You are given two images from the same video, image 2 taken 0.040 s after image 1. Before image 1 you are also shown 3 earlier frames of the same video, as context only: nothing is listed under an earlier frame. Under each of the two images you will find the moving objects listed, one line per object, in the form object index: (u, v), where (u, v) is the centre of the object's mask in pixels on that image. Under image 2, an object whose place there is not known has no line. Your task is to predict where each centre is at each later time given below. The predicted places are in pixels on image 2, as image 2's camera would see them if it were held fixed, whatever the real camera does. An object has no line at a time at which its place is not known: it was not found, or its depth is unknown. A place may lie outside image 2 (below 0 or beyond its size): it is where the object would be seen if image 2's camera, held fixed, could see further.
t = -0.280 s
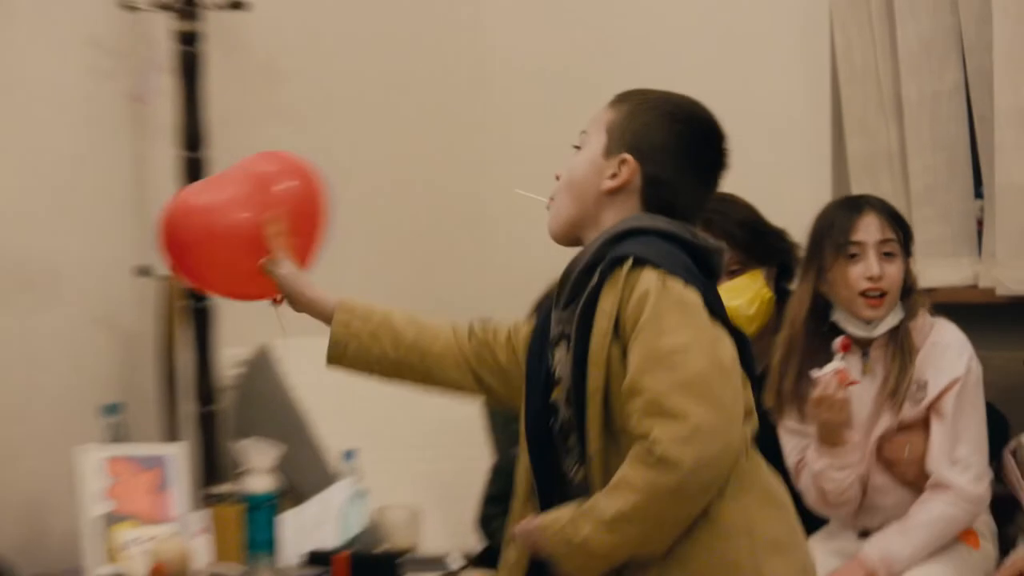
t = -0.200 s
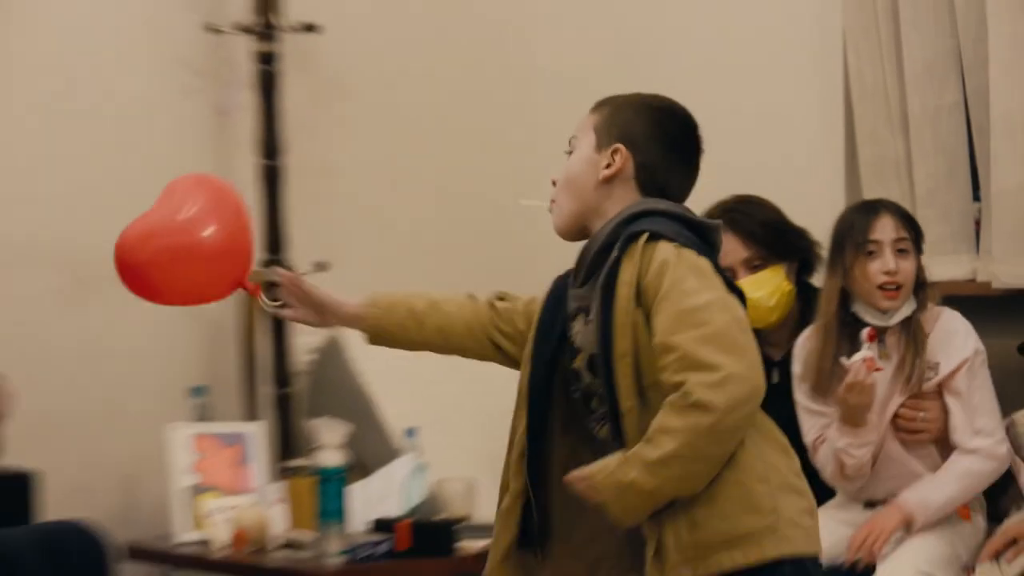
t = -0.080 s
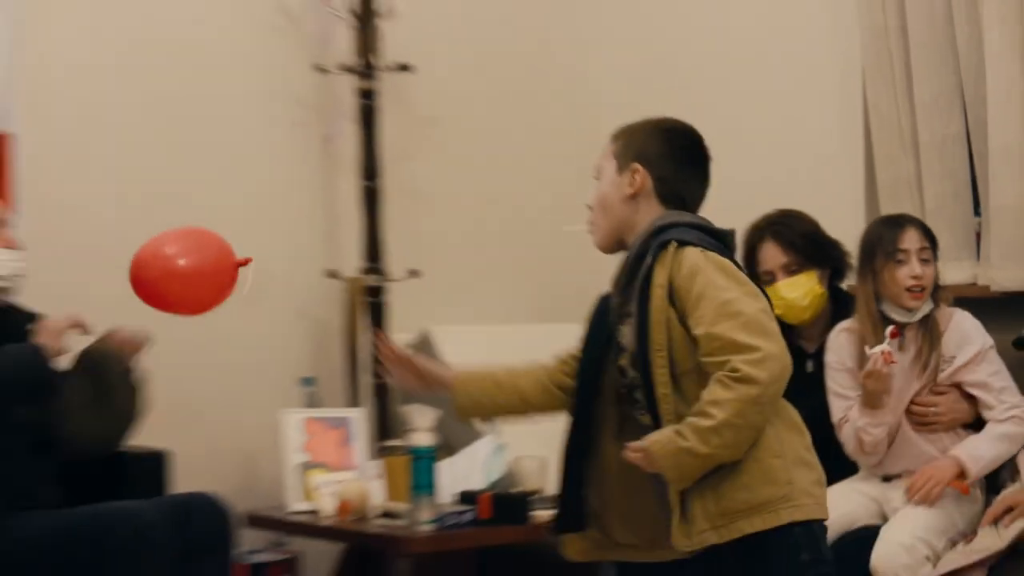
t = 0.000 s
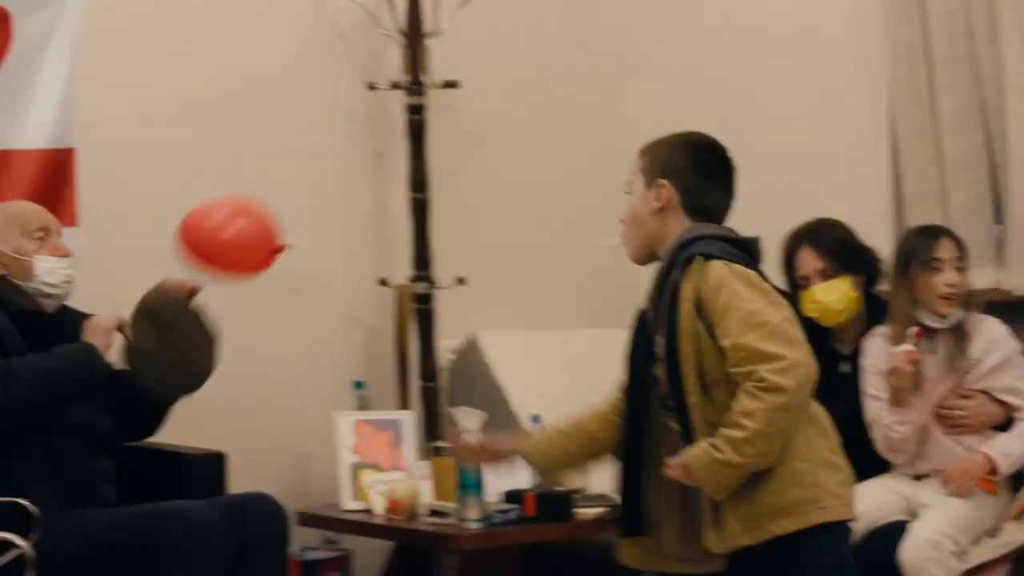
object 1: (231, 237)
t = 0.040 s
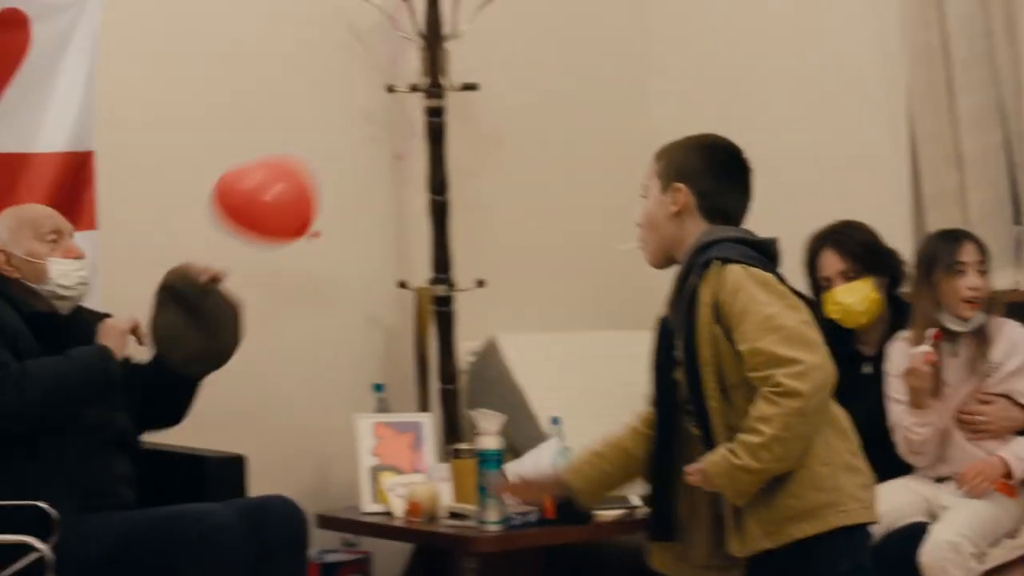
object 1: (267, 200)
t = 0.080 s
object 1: (287, 163)
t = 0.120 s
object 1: (308, 134)
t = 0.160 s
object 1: (328, 110)
